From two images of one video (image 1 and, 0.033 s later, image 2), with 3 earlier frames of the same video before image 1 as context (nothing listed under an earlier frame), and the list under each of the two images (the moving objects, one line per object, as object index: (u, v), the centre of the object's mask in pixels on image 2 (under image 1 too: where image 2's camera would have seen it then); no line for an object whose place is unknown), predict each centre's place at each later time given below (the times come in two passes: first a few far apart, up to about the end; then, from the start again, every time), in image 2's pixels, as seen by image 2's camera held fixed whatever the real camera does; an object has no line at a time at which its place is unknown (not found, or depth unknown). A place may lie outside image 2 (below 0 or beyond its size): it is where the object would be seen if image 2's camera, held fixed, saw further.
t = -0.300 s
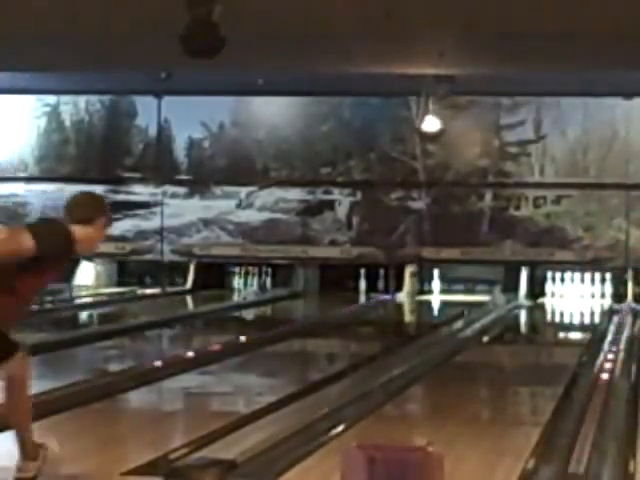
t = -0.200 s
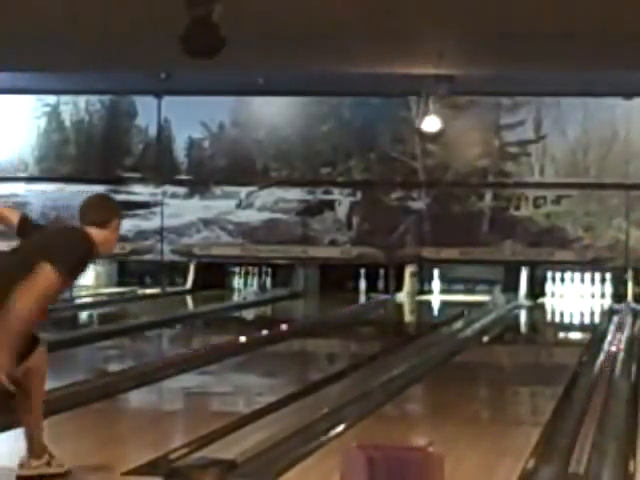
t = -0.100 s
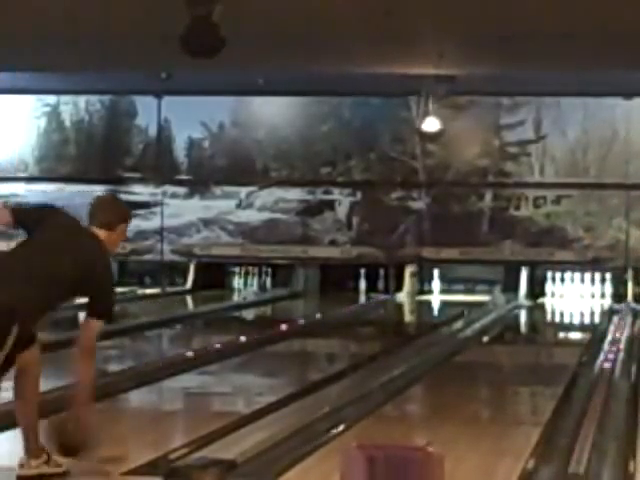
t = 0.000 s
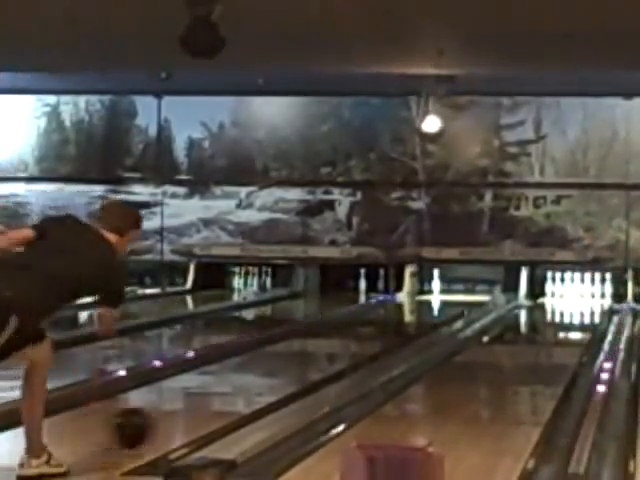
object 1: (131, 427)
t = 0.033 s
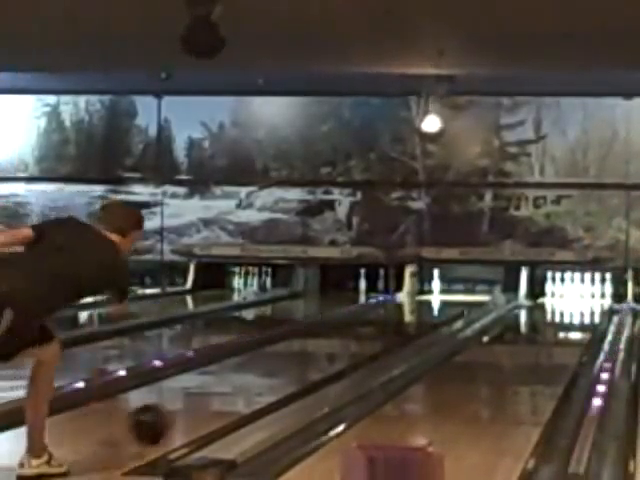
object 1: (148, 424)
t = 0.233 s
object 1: (233, 392)
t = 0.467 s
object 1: (298, 367)
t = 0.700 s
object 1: (342, 349)
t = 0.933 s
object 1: (373, 333)
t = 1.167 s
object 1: (394, 324)
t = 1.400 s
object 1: (410, 314)
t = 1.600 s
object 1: (419, 306)
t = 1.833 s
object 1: (428, 298)
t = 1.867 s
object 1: (428, 298)
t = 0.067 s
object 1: (164, 418)
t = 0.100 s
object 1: (180, 412)
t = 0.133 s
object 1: (194, 407)
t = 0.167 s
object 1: (206, 402)
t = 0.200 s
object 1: (220, 397)
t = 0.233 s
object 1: (233, 392)
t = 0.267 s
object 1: (243, 388)
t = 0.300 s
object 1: (254, 384)
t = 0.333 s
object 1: (264, 380)
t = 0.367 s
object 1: (273, 376)
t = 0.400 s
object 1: (281, 373)
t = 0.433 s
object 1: (290, 369)
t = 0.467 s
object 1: (298, 367)
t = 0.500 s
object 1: (305, 364)
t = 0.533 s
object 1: (312, 360)
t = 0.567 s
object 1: (318, 358)
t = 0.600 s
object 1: (325, 355)
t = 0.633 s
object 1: (331, 352)
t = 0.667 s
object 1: (337, 350)
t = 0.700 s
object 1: (342, 349)
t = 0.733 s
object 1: (347, 346)
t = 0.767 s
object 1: (353, 343)
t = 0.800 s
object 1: (357, 341)
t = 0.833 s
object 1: (362, 339)
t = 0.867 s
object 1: (366, 337)
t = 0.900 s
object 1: (369, 336)
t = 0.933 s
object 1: (373, 333)
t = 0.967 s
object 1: (376, 331)
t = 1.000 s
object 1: (379, 330)
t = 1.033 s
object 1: (385, 328)
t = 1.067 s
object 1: (388, 327)
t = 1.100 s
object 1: (389, 326)
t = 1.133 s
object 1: (392, 325)
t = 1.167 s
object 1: (394, 324)
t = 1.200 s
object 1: (398, 322)
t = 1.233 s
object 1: (400, 321)
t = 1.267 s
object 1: (402, 318)
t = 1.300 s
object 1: (404, 317)
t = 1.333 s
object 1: (406, 316)
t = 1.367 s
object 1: (408, 315)
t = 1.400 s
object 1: (410, 314)
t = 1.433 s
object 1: (410, 313)
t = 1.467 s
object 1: (411, 312)
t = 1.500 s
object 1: (413, 311)
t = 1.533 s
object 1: (416, 309)
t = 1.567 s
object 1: (417, 307)
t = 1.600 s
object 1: (419, 306)
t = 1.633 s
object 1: (421, 304)
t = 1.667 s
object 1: (423, 302)
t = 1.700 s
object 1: (424, 301)
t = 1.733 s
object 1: (425, 300)
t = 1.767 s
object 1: (425, 299)
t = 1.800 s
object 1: (426, 298)
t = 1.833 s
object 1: (428, 298)
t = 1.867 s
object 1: (428, 298)
